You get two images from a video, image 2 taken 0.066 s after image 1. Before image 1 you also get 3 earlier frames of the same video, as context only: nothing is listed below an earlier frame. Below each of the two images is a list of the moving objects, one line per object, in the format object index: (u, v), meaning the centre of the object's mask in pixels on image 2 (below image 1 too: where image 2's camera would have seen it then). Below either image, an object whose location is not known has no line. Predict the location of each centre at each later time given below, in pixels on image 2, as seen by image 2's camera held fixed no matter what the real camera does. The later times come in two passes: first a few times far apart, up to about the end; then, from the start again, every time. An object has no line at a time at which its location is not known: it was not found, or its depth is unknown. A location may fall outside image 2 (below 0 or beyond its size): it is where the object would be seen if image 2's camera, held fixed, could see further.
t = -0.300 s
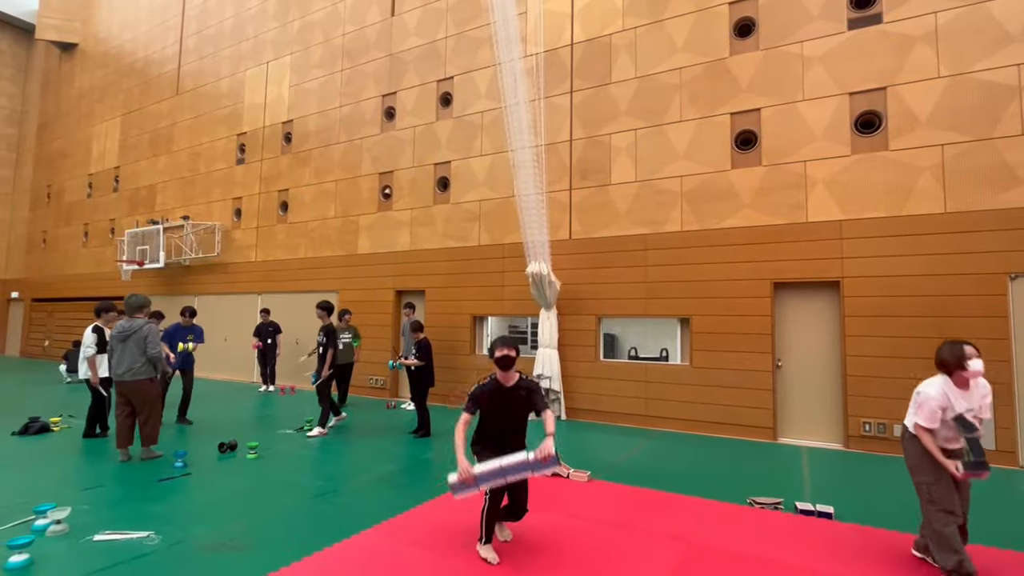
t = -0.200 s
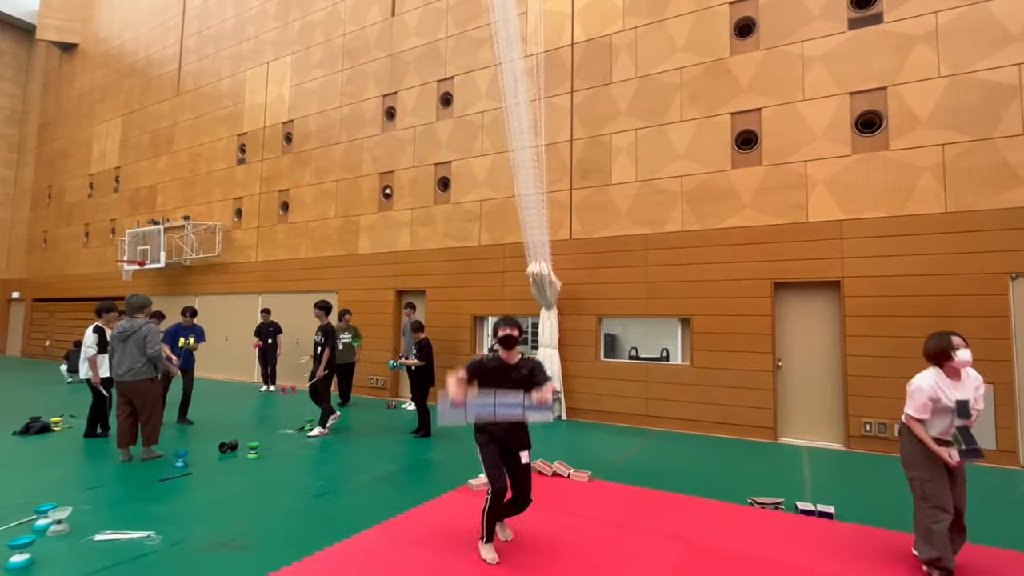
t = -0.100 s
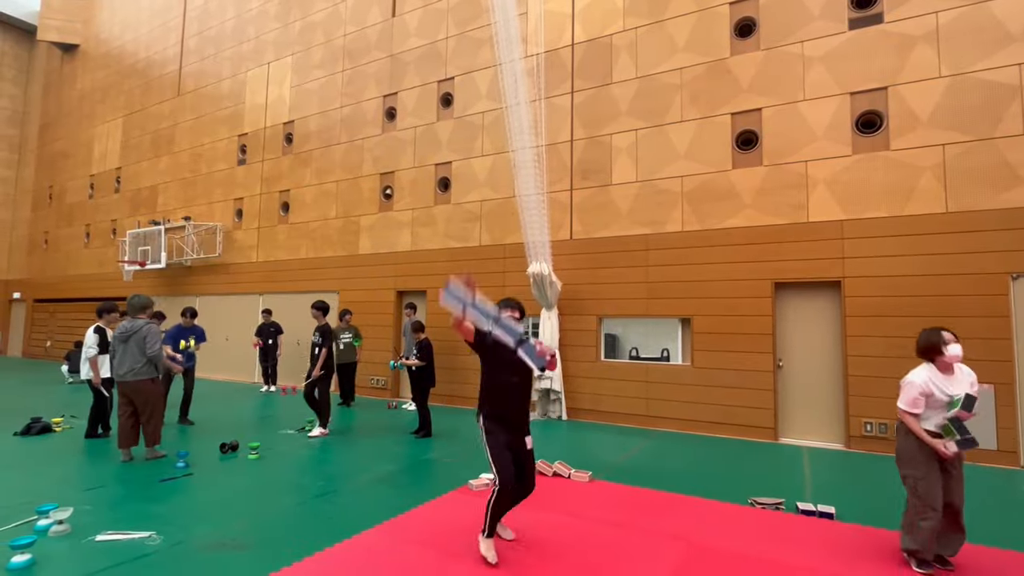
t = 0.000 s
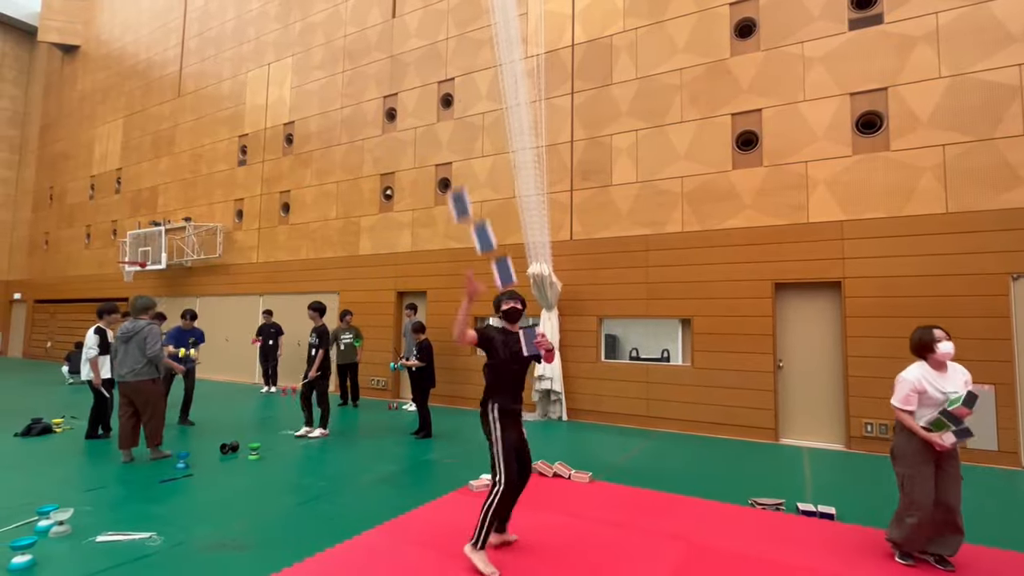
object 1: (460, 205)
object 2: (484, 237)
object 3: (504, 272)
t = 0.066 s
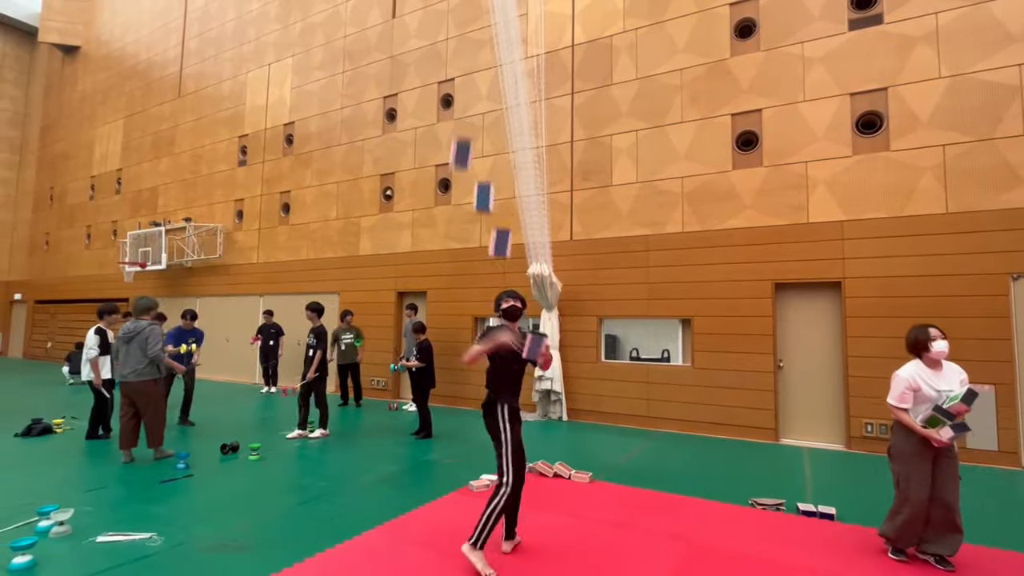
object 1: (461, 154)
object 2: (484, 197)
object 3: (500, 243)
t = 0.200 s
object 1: (465, 73)
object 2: (484, 139)
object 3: (496, 207)
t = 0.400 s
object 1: (472, 10)
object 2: (484, 106)
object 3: (487, 206)
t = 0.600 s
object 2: (482, 134)
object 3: (476, 266)
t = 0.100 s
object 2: (483, 180)
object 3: (499, 231)
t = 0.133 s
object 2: (484, 164)
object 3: (498, 221)
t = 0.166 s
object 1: (465, 91)
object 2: (484, 150)
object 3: (497, 213)
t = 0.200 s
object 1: (465, 73)
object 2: (484, 139)
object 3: (496, 207)
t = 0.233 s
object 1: (467, 58)
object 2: (484, 129)
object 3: (494, 203)
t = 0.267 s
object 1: (468, 45)
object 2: (484, 121)
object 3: (492, 200)
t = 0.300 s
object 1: (469, 33)
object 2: (484, 114)
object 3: (491, 199)
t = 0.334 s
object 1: (470, 23)
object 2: (484, 110)
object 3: (490, 200)
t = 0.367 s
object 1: (470, 15)
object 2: (484, 107)
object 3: (488, 202)
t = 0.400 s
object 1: (472, 10)
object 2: (484, 106)
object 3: (487, 206)
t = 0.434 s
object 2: (483, 107)
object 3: (486, 212)
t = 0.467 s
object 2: (484, 108)
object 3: (484, 219)
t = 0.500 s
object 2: (483, 112)
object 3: (483, 229)
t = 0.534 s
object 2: (483, 118)
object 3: (480, 239)
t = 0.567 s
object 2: (482, 124)
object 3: (478, 252)
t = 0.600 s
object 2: (482, 134)
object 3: (476, 266)
